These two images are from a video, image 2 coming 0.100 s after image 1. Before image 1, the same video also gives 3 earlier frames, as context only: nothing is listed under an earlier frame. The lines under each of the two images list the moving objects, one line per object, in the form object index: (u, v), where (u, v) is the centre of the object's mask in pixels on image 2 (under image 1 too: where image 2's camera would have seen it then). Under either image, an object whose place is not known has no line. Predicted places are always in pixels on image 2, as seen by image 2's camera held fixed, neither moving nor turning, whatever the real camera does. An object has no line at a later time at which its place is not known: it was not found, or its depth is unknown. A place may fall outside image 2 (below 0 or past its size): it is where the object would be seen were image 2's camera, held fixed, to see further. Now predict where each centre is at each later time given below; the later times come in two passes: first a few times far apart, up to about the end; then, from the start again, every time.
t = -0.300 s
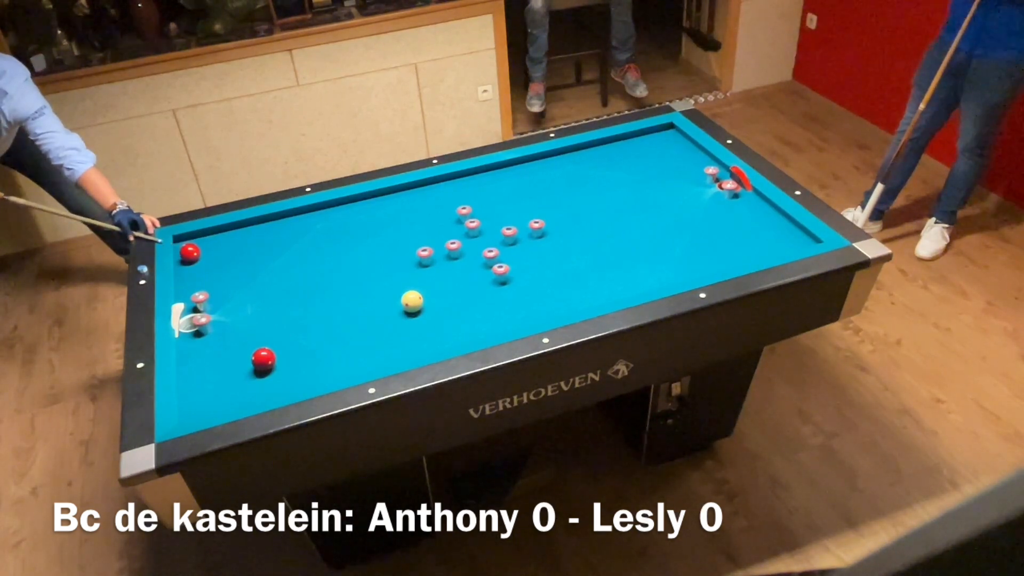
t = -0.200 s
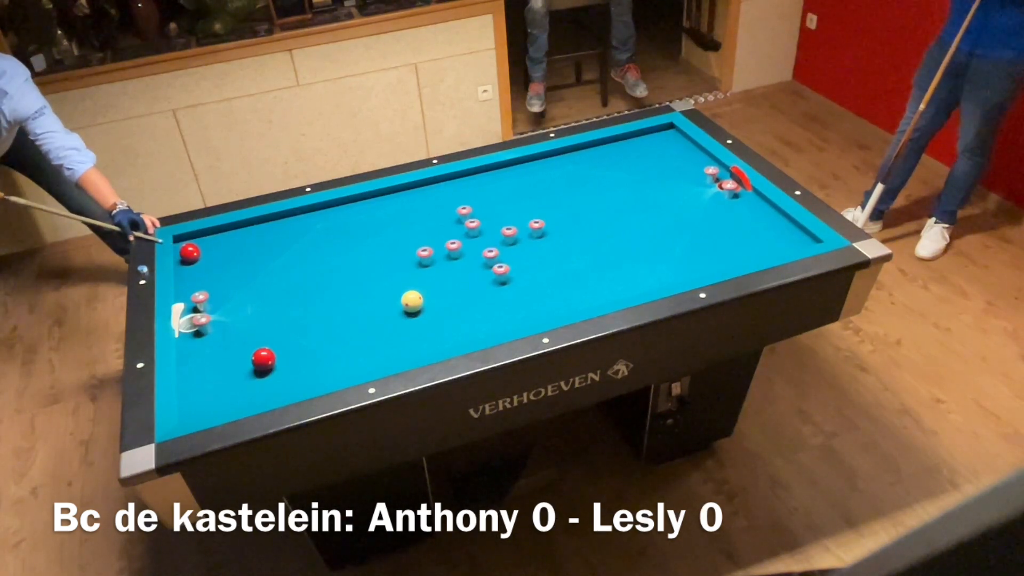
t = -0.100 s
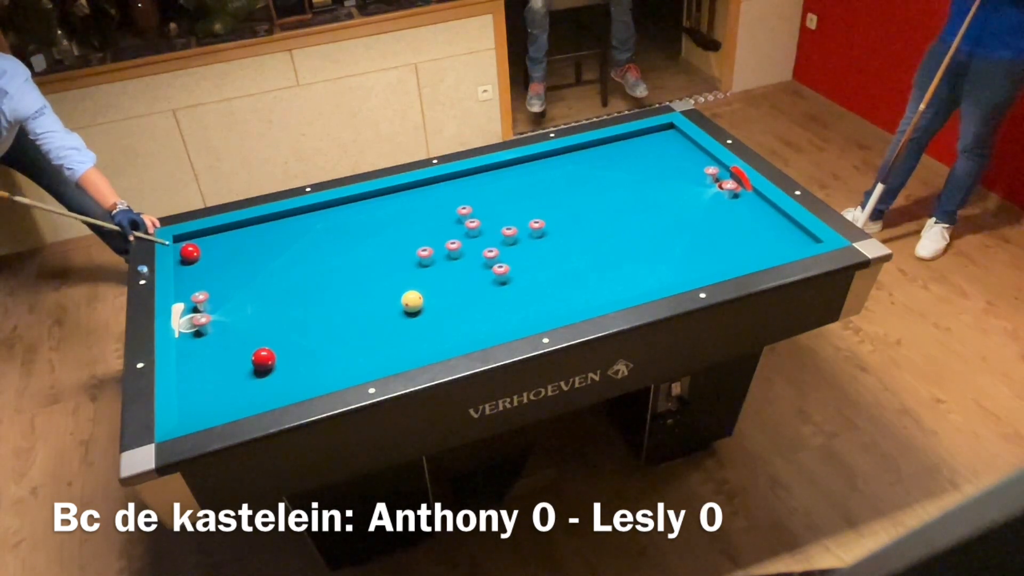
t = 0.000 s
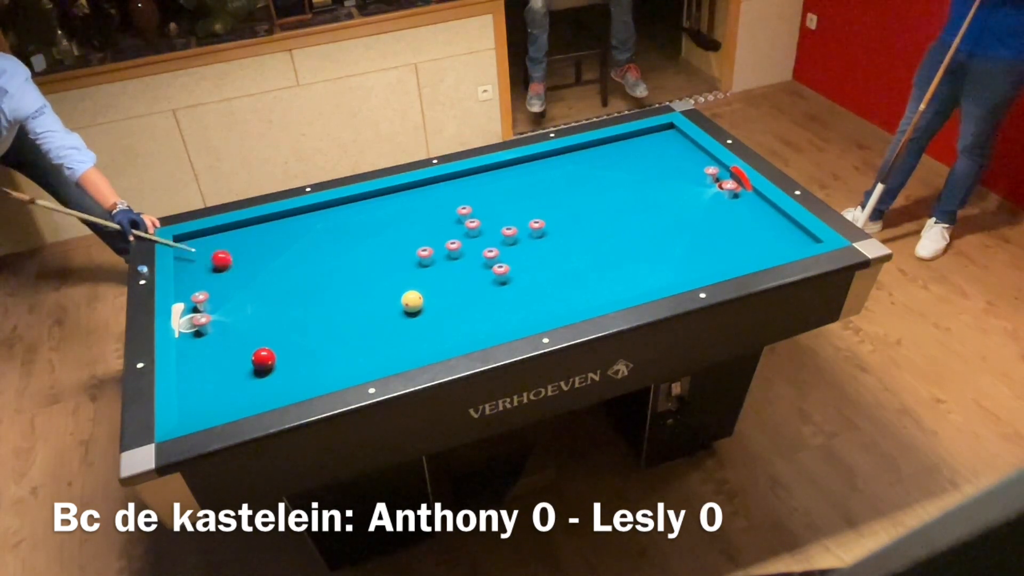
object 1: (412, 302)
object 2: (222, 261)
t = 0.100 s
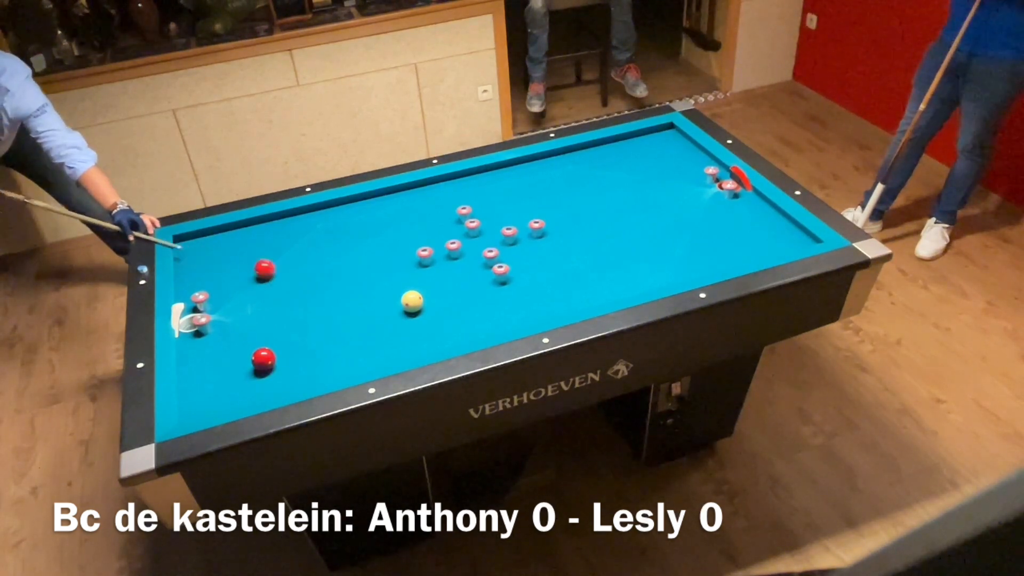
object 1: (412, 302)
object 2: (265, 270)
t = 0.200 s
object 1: (412, 301)
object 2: (310, 280)
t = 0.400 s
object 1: (423, 303)
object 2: (393, 299)
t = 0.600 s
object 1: (508, 319)
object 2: (407, 304)
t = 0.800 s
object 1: (539, 301)
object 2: (430, 311)
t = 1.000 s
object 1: (561, 278)
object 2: (452, 318)
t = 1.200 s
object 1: (582, 258)
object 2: (475, 324)
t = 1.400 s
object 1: (600, 238)
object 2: (494, 326)
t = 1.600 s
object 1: (618, 221)
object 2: (501, 320)
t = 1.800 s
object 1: (634, 205)
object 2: (508, 313)
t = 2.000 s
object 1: (649, 189)
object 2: (513, 305)
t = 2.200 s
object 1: (663, 176)
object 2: (518, 298)
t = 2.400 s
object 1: (676, 163)
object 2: (523, 291)
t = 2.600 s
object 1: (688, 150)
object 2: (527, 286)
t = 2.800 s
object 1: (679, 144)
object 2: (531, 280)
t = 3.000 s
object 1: (660, 140)
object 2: (535, 275)
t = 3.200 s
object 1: (642, 136)
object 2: (539, 271)
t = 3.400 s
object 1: (632, 140)
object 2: (541, 267)
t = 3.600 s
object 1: (626, 145)
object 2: (544, 263)
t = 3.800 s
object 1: (619, 151)
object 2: (547, 260)
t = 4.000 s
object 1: (613, 157)
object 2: (549, 257)
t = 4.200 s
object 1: (607, 162)
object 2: (551, 254)
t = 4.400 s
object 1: (601, 168)
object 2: (552, 252)
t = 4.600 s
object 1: (595, 173)
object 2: (554, 251)
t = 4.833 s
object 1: (588, 179)
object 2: (555, 249)
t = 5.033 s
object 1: (583, 184)
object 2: (556, 248)
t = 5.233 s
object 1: (577, 188)
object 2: (556, 248)
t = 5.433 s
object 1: (572, 193)
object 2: (556, 247)
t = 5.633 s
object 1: (567, 197)
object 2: (556, 248)
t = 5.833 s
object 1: (562, 202)
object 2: (556, 247)
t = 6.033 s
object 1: (558, 206)
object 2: (556, 247)
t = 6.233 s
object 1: (553, 209)
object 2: (556, 247)
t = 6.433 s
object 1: (549, 213)
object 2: (556, 247)
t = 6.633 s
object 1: (545, 215)
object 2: (556, 247)
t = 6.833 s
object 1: (544, 216)
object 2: (556, 247)
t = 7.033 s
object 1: (545, 214)
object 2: (556, 247)
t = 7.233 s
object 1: (546, 212)
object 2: (556, 247)
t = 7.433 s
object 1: (546, 211)
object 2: (556, 247)
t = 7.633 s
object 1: (547, 210)
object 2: (556, 247)
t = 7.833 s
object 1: (547, 209)
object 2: (556, 247)
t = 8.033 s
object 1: (547, 208)
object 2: (556, 246)
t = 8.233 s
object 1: (547, 208)
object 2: (556, 246)
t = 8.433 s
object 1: (547, 208)
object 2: (556, 247)
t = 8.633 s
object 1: (547, 208)
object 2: (556, 247)
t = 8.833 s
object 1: (547, 208)
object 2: (556, 247)
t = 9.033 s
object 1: (547, 208)
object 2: (556, 247)
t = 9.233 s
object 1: (547, 208)
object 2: (556, 247)
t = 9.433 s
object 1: (547, 208)
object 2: (556, 247)
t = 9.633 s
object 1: (547, 208)
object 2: (556, 247)
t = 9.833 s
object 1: (547, 208)
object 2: (556, 247)
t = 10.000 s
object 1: (547, 208)
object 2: (556, 247)
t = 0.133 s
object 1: (412, 301)
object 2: (279, 273)
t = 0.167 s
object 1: (412, 302)
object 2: (294, 276)
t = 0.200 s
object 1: (412, 301)
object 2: (310, 280)
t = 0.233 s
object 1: (412, 302)
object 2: (325, 283)
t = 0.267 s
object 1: (412, 302)
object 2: (340, 287)
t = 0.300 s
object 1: (412, 302)
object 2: (356, 291)
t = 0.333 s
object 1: (412, 301)
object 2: (372, 294)
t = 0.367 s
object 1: (412, 301)
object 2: (388, 297)
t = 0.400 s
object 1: (423, 303)
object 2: (393, 299)
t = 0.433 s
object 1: (439, 307)
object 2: (394, 299)
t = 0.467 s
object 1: (455, 310)
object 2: (395, 300)
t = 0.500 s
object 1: (469, 312)
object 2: (397, 301)
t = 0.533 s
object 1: (483, 315)
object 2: (400, 302)
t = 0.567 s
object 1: (496, 318)
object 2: (403, 303)
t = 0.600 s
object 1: (508, 319)
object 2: (407, 304)
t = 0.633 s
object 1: (520, 319)
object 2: (411, 305)
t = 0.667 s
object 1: (523, 316)
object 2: (414, 306)
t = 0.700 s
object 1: (528, 313)
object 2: (418, 307)
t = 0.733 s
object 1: (531, 308)
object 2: (422, 308)
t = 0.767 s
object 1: (535, 304)
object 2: (426, 310)
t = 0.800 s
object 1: (539, 301)
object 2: (430, 311)
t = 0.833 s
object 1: (543, 297)
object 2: (433, 312)
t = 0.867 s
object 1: (547, 293)
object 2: (437, 313)
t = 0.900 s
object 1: (551, 289)
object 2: (441, 314)
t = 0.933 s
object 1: (554, 285)
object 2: (445, 315)
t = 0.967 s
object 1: (558, 282)
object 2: (449, 316)
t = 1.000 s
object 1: (561, 278)
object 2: (452, 318)
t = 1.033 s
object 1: (565, 275)
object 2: (456, 319)
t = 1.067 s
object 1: (568, 271)
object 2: (460, 320)
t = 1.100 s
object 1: (572, 267)
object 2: (464, 321)
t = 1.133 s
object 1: (575, 264)
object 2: (468, 322)
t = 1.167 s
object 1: (578, 261)
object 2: (471, 323)
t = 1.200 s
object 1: (582, 258)
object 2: (475, 324)
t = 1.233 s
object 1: (585, 254)
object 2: (479, 326)
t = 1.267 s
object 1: (588, 251)
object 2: (482, 326)
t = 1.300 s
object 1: (591, 248)
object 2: (486, 326)
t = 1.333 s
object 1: (594, 245)
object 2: (490, 327)
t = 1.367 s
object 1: (597, 242)
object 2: (493, 327)
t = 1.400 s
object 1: (600, 238)
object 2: (494, 326)
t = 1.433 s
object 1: (603, 235)
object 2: (496, 325)
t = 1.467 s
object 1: (606, 232)
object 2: (497, 324)
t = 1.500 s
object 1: (609, 229)
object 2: (498, 323)
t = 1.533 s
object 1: (612, 227)
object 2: (499, 322)
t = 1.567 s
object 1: (615, 224)
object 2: (500, 321)
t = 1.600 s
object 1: (618, 221)
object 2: (501, 320)
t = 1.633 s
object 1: (620, 218)
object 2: (503, 319)
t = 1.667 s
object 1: (623, 215)
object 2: (504, 318)
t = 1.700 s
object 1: (626, 213)
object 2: (505, 317)
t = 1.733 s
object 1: (629, 210)
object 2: (506, 316)
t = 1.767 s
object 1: (631, 207)
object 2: (507, 314)
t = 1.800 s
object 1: (634, 205)
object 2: (508, 313)
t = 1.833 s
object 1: (636, 202)
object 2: (509, 312)
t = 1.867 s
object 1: (639, 200)
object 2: (510, 310)
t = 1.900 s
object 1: (641, 197)
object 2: (511, 309)
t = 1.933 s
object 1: (644, 194)
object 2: (512, 308)
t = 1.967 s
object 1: (646, 192)
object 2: (512, 306)
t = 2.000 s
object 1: (649, 189)
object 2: (513, 305)
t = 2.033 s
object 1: (651, 187)
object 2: (514, 304)
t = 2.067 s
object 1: (654, 185)
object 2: (515, 303)
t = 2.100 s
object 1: (656, 182)
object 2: (516, 302)
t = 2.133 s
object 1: (658, 180)
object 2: (517, 300)
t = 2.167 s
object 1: (660, 178)
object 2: (518, 299)
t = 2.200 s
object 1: (663, 176)
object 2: (518, 298)
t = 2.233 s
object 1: (665, 173)
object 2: (519, 297)
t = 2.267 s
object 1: (667, 171)
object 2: (520, 296)
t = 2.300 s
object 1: (669, 169)
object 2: (521, 295)
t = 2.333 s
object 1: (671, 167)
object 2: (522, 294)
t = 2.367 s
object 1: (674, 164)
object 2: (522, 293)
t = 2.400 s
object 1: (676, 163)
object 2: (523, 291)
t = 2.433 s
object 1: (678, 160)
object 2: (524, 290)
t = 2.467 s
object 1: (680, 158)
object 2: (524, 290)
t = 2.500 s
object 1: (682, 156)
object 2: (525, 288)
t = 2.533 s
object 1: (684, 154)
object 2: (526, 288)
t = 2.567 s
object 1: (686, 152)
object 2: (527, 287)
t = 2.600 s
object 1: (688, 150)
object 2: (527, 286)
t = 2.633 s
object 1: (690, 148)
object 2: (528, 285)
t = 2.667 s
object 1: (691, 146)
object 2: (529, 284)
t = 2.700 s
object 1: (689, 145)
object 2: (529, 283)
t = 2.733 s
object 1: (685, 145)
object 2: (530, 282)
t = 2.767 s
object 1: (682, 144)
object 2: (531, 281)
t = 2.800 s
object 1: (679, 144)
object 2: (531, 280)
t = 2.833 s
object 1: (676, 143)
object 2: (532, 279)
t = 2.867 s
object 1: (672, 142)
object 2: (533, 278)
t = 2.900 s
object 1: (669, 142)
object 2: (533, 278)
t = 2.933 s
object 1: (666, 141)
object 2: (534, 277)
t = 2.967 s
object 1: (663, 140)
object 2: (534, 276)
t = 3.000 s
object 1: (660, 140)
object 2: (535, 275)
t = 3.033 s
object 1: (657, 139)
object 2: (536, 274)
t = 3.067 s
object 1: (654, 139)
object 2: (536, 274)
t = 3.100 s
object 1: (651, 138)
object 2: (537, 273)
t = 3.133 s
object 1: (648, 138)
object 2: (537, 272)
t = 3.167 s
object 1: (645, 137)
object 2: (538, 271)
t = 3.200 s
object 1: (642, 136)
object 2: (539, 271)
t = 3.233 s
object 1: (639, 136)
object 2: (539, 270)
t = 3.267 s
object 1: (636, 136)
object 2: (540, 269)
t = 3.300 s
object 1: (635, 137)
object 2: (540, 269)
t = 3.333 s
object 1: (634, 137)
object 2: (540, 268)
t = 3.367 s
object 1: (633, 139)
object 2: (541, 267)
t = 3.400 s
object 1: (632, 140)
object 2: (541, 267)
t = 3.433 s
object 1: (631, 141)
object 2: (542, 266)
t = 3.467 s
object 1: (630, 141)
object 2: (542, 265)
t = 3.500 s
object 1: (629, 142)
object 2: (543, 265)
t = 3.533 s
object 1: (628, 143)
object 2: (543, 264)
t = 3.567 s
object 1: (627, 144)
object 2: (544, 264)
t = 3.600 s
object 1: (626, 145)
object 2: (544, 263)
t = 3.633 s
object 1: (625, 146)
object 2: (545, 262)
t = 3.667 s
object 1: (623, 147)
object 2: (545, 262)
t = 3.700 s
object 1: (622, 148)
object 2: (545, 261)
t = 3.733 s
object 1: (621, 149)
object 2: (546, 261)
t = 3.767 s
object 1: (620, 150)
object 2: (546, 260)
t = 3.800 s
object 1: (619, 151)
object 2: (547, 260)
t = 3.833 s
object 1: (618, 152)
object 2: (547, 259)
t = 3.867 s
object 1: (617, 153)
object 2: (547, 259)
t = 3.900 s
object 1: (616, 154)
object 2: (548, 258)
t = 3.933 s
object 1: (615, 155)
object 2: (548, 258)
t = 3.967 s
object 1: (614, 156)
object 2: (548, 257)
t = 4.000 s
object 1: (613, 157)
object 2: (549, 257)
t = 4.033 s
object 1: (612, 158)
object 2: (549, 257)
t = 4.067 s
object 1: (611, 159)
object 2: (549, 256)
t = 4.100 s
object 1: (610, 160)
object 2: (550, 256)
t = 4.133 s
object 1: (609, 161)
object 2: (550, 255)
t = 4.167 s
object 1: (608, 161)
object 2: (550, 255)
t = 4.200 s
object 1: (607, 162)
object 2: (551, 254)
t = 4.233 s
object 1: (606, 163)
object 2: (551, 254)
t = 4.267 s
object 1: (605, 164)
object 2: (551, 254)
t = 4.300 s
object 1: (604, 165)
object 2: (551, 253)
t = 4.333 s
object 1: (603, 166)
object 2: (552, 253)
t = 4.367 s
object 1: (602, 167)
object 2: (552, 253)
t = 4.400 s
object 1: (601, 168)
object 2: (552, 252)
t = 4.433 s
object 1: (600, 169)
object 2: (552, 252)
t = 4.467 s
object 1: (599, 170)
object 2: (553, 252)
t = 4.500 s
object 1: (598, 170)
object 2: (553, 252)
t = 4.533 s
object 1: (597, 171)
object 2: (553, 251)
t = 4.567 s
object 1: (596, 172)
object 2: (553, 251)
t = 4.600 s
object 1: (595, 173)
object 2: (554, 251)
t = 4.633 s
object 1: (594, 174)
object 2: (554, 251)
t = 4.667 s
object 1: (593, 175)
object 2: (554, 250)
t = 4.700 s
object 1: (592, 176)
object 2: (554, 250)
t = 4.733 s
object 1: (591, 176)
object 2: (554, 250)
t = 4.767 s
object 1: (591, 177)
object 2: (555, 250)
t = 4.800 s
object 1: (590, 178)
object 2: (555, 249)
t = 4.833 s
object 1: (588, 179)
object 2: (555, 249)
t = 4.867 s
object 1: (588, 180)
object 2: (555, 249)
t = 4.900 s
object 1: (587, 181)
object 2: (555, 249)
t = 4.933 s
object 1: (586, 181)
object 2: (555, 249)
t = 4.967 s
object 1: (585, 182)
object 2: (555, 248)
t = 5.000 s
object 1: (584, 183)
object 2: (555, 248)
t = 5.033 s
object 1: (583, 184)
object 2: (556, 248)
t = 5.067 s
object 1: (582, 185)
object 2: (556, 248)
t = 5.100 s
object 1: (581, 185)
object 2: (556, 248)
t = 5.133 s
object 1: (580, 186)
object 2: (556, 248)
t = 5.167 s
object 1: (579, 187)
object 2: (556, 248)
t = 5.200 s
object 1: (578, 188)
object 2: (556, 248)
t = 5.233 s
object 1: (577, 188)
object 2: (556, 248)
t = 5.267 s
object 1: (577, 189)
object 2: (556, 248)
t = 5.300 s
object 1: (576, 190)
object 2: (556, 248)
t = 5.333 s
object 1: (575, 191)
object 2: (556, 247)
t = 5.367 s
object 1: (574, 191)
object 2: (556, 247)
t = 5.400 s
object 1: (573, 192)
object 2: (556, 247)
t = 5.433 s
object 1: (572, 193)
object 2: (556, 247)
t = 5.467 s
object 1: (571, 194)
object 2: (556, 247)
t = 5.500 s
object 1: (570, 194)
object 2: (556, 247)
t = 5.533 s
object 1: (570, 195)
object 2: (556, 247)
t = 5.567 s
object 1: (569, 196)
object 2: (556, 247)
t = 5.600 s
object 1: (568, 197)
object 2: (556, 247)
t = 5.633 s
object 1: (567, 197)
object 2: (556, 248)
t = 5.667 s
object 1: (566, 198)
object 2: (556, 247)
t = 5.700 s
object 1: (566, 199)
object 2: (556, 247)
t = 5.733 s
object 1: (565, 200)
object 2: (556, 247)
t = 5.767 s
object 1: (564, 200)
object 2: (556, 247)
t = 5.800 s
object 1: (563, 201)
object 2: (556, 247)
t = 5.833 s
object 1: (562, 202)
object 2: (556, 247)
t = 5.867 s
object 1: (562, 202)
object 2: (556, 247)
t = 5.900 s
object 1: (561, 203)
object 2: (556, 247)
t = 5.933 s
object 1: (560, 204)
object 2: (556, 247)
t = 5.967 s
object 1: (559, 204)
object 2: (556, 247)
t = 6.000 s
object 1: (559, 205)
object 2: (556, 247)
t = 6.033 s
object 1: (558, 206)
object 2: (556, 247)
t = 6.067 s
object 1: (557, 206)
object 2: (556, 247)
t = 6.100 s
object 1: (556, 207)
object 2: (556, 247)
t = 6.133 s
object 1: (556, 208)
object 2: (556, 247)
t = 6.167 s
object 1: (555, 208)
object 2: (556, 247)
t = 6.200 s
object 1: (554, 209)
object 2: (556, 247)
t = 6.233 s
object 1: (553, 209)
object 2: (556, 247)
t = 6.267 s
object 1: (553, 210)
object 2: (556, 247)
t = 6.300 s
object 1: (552, 211)
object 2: (556, 247)
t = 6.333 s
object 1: (551, 211)
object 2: (556, 247)
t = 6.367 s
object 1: (551, 212)
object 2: (556, 247)
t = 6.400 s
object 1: (550, 212)
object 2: (556, 247)
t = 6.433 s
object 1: (549, 213)
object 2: (556, 247)
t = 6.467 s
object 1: (549, 213)
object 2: (556, 247)
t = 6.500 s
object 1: (548, 214)
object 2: (556, 247)
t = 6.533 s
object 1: (547, 214)
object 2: (556, 247)
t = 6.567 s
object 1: (547, 215)
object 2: (556, 247)
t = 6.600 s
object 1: (546, 215)
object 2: (556, 247)
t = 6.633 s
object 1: (545, 215)
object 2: (556, 247)
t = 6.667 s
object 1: (545, 216)
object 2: (556, 247)
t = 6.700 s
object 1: (544, 216)
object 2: (556, 247)
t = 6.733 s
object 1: (544, 216)
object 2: (556, 247)
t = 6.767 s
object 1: (544, 216)
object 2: (556, 247)
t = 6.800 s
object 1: (544, 216)
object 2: (556, 247)
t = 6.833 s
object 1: (544, 216)
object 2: (556, 247)
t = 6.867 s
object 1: (544, 215)
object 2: (556, 247)
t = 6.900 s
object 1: (544, 215)
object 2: (556, 247)
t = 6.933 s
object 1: (544, 215)
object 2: (556, 247)
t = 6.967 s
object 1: (544, 215)
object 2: (556, 247)
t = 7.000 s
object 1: (545, 214)
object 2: (556, 247)
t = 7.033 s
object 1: (545, 214)
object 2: (556, 247)
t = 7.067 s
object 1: (545, 214)
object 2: (556, 247)
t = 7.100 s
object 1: (545, 213)
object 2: (556, 247)
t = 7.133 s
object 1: (545, 213)
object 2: (556, 247)
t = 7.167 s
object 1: (545, 213)
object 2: (556, 247)
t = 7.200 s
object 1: (545, 213)
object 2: (556, 247)
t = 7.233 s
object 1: (546, 212)
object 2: (556, 247)
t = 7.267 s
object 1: (546, 212)
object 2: (556, 247)
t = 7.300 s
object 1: (546, 212)
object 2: (556, 247)
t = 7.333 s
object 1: (546, 212)
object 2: (556, 247)
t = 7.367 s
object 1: (546, 212)
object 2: (556, 247)
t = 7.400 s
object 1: (546, 211)
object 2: (556, 247)
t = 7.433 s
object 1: (546, 211)
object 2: (556, 247)
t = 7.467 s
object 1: (546, 211)
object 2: (556, 247)
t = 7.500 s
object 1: (546, 211)
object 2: (556, 247)
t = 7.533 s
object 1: (547, 210)
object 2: (556, 247)
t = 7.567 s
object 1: (547, 210)
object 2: (556, 247)
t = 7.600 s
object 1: (547, 210)
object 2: (556, 247)
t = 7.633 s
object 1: (547, 210)
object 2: (556, 247)
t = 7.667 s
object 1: (547, 210)
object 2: (556, 247)
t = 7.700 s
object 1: (547, 209)
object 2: (556, 247)
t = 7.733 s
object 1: (547, 209)
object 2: (556, 247)
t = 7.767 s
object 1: (547, 209)
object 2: (556, 247)
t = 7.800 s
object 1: (547, 209)
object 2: (556, 247)
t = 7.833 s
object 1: (547, 209)
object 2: (556, 247)
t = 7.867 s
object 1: (547, 209)
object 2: (556, 247)
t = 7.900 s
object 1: (547, 209)
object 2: (556, 247)
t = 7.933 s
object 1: (547, 208)
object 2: (556, 247)
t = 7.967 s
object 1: (547, 208)
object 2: (556, 247)
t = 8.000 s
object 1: (547, 208)
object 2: (556, 246)
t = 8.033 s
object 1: (547, 208)
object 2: (556, 246)
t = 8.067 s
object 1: (547, 208)
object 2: (556, 247)
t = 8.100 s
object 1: (547, 208)
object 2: (556, 246)
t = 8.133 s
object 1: (547, 208)
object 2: (556, 246)
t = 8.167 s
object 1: (547, 208)
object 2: (556, 246)
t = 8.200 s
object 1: (547, 208)
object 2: (556, 246)
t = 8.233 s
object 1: (547, 208)
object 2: (556, 246)
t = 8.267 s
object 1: (547, 208)
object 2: (556, 246)
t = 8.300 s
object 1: (547, 208)
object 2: (556, 246)
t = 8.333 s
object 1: (547, 208)
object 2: (556, 247)
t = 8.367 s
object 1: (547, 208)
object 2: (556, 246)
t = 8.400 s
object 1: (547, 208)
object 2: (556, 247)
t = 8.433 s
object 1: (547, 208)
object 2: (556, 247)
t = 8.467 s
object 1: (547, 208)
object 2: (556, 246)
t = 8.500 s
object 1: (547, 208)
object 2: (556, 247)
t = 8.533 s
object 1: (547, 208)
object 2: (556, 247)
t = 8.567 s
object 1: (547, 208)
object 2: (556, 246)
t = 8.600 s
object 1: (547, 208)
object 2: (556, 247)
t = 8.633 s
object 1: (547, 208)
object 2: (556, 247)
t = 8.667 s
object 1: (547, 208)
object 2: (556, 247)
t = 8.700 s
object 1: (547, 208)
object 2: (556, 246)
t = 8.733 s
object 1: (547, 208)
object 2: (556, 247)
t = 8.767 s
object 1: (547, 208)
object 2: (556, 247)
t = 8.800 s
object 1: (547, 208)
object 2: (556, 247)
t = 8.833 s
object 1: (547, 208)
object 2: (556, 247)
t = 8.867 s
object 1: (547, 208)
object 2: (556, 247)
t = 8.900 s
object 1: (547, 208)
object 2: (556, 247)
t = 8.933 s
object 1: (547, 208)
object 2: (556, 247)
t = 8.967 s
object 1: (547, 208)
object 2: (556, 247)
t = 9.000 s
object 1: (547, 208)
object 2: (556, 247)
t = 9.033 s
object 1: (547, 208)
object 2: (556, 247)
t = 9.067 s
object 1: (547, 208)
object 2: (556, 247)
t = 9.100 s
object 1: (547, 208)
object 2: (556, 247)
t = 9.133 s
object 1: (547, 208)
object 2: (556, 247)
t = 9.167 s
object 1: (547, 208)
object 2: (556, 247)
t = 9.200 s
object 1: (547, 208)
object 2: (556, 247)
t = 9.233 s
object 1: (547, 208)
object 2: (556, 247)
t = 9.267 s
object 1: (547, 208)
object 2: (556, 247)
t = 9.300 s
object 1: (547, 208)
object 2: (556, 247)
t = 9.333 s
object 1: (547, 208)
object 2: (556, 247)
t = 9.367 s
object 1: (547, 208)
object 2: (556, 247)
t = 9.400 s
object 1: (547, 208)
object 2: (556, 247)
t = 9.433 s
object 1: (547, 208)
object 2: (556, 247)
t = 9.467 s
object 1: (547, 208)
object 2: (556, 247)
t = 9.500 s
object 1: (547, 208)
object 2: (556, 247)
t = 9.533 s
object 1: (547, 208)
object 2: (556, 247)
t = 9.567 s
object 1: (547, 208)
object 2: (556, 247)
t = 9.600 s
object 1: (547, 208)
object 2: (556, 247)
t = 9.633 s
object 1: (547, 208)
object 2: (556, 247)
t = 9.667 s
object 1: (547, 208)
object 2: (556, 247)
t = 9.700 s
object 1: (547, 208)
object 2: (556, 246)
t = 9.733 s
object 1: (547, 208)
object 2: (556, 246)
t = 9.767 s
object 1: (547, 208)
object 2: (556, 246)
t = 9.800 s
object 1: (547, 208)
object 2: (556, 247)
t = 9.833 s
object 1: (547, 208)
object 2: (556, 247)
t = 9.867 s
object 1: (547, 208)
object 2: (556, 246)
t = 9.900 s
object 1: (547, 208)
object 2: (556, 246)
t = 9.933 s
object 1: (547, 208)
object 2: (556, 246)
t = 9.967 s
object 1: (547, 208)
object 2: (556, 247)
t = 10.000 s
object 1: (547, 208)
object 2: (556, 247)
